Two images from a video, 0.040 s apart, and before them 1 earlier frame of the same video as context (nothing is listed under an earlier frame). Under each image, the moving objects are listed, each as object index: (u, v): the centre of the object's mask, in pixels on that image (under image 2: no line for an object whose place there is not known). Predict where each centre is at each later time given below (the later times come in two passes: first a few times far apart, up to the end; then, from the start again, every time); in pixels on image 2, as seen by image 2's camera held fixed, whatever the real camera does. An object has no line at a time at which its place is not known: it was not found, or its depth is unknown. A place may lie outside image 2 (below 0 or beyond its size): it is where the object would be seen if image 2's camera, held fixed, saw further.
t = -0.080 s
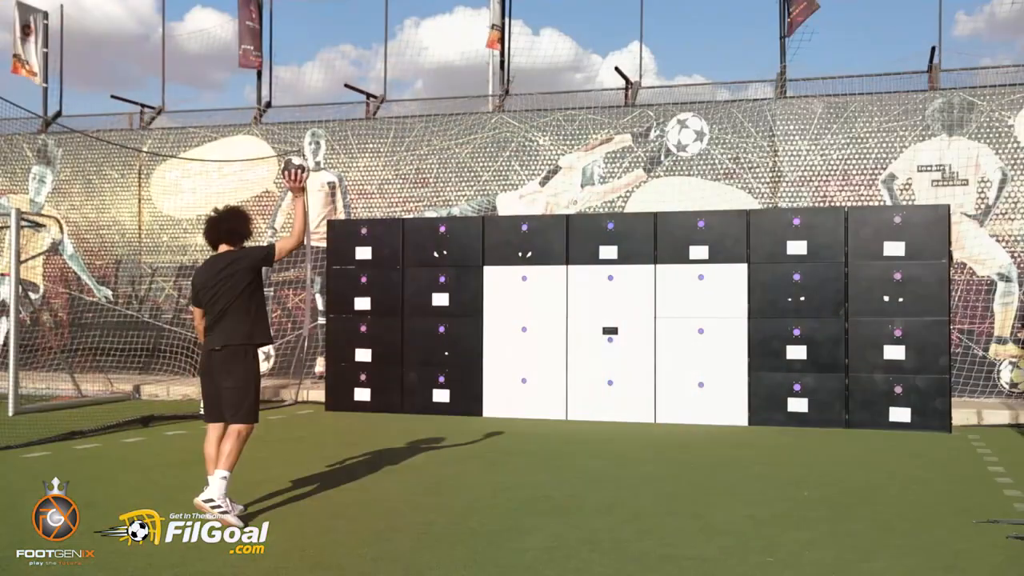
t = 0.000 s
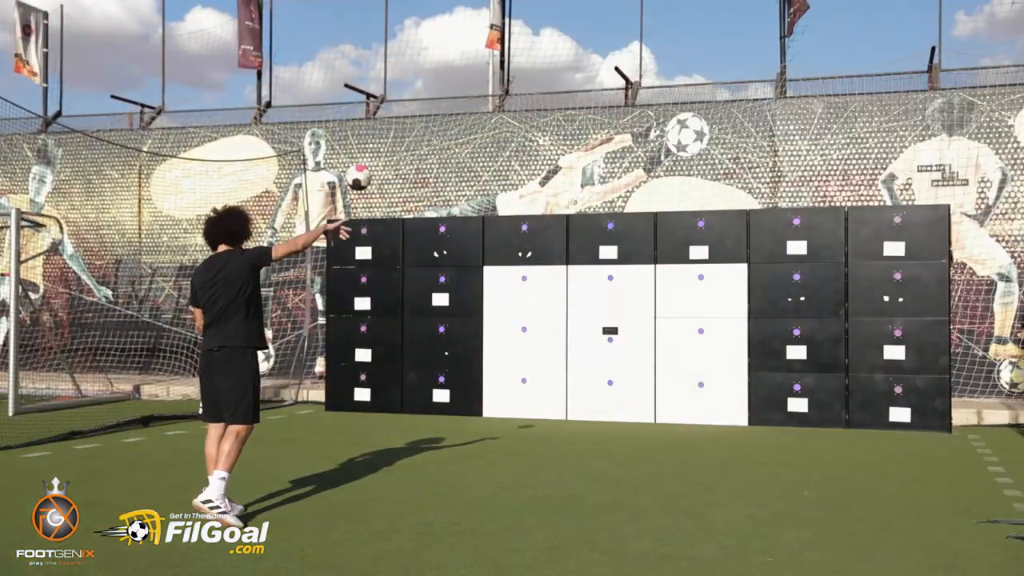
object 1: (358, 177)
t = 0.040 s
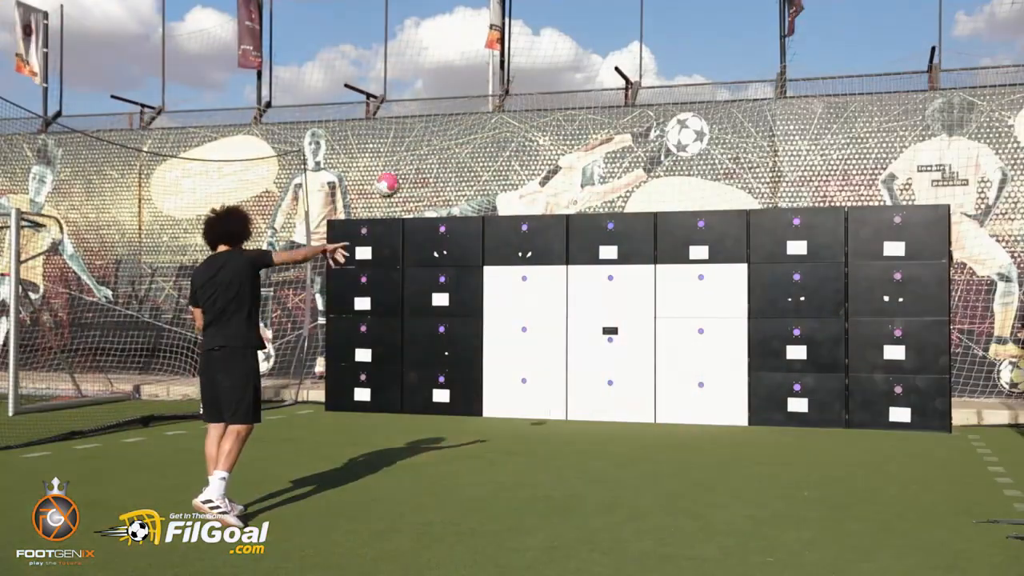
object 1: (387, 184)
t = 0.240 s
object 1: (498, 240)
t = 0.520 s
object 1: (596, 343)
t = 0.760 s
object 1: (604, 415)
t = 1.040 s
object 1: (589, 367)
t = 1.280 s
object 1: (574, 390)
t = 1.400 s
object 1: (566, 428)
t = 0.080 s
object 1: (414, 194)
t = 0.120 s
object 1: (437, 205)
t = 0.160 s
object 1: (459, 215)
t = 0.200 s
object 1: (480, 227)
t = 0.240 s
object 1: (498, 240)
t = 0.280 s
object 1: (515, 253)
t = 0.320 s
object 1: (531, 266)
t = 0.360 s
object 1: (546, 282)
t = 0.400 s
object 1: (560, 296)
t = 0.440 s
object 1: (572, 312)
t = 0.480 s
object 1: (585, 327)
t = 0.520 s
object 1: (596, 343)
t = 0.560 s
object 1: (606, 358)
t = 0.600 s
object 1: (610, 374)
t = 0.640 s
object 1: (608, 388)
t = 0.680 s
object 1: (607, 405)
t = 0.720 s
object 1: (606, 422)
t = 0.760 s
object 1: (604, 415)
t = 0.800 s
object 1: (602, 403)
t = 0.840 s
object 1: (600, 393)
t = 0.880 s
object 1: (598, 386)
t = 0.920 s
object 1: (596, 379)
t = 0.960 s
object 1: (594, 373)
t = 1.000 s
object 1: (591, 369)
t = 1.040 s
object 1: (589, 367)
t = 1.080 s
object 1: (587, 367)
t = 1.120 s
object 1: (584, 367)
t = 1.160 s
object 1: (582, 371)
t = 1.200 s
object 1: (579, 375)
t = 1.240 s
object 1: (577, 381)
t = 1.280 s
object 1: (574, 390)
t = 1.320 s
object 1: (571, 401)
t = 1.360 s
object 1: (568, 413)
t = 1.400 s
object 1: (566, 428)
